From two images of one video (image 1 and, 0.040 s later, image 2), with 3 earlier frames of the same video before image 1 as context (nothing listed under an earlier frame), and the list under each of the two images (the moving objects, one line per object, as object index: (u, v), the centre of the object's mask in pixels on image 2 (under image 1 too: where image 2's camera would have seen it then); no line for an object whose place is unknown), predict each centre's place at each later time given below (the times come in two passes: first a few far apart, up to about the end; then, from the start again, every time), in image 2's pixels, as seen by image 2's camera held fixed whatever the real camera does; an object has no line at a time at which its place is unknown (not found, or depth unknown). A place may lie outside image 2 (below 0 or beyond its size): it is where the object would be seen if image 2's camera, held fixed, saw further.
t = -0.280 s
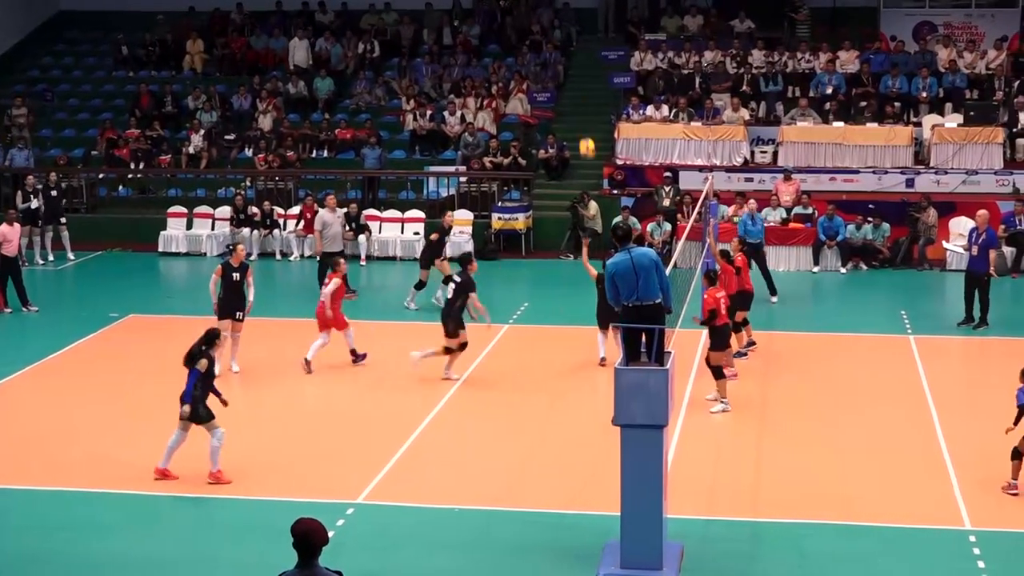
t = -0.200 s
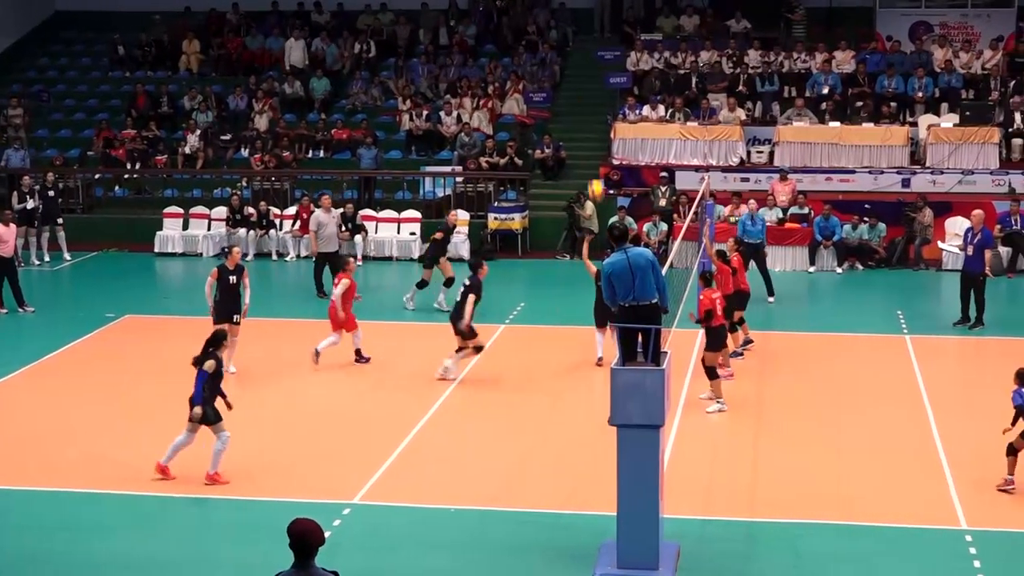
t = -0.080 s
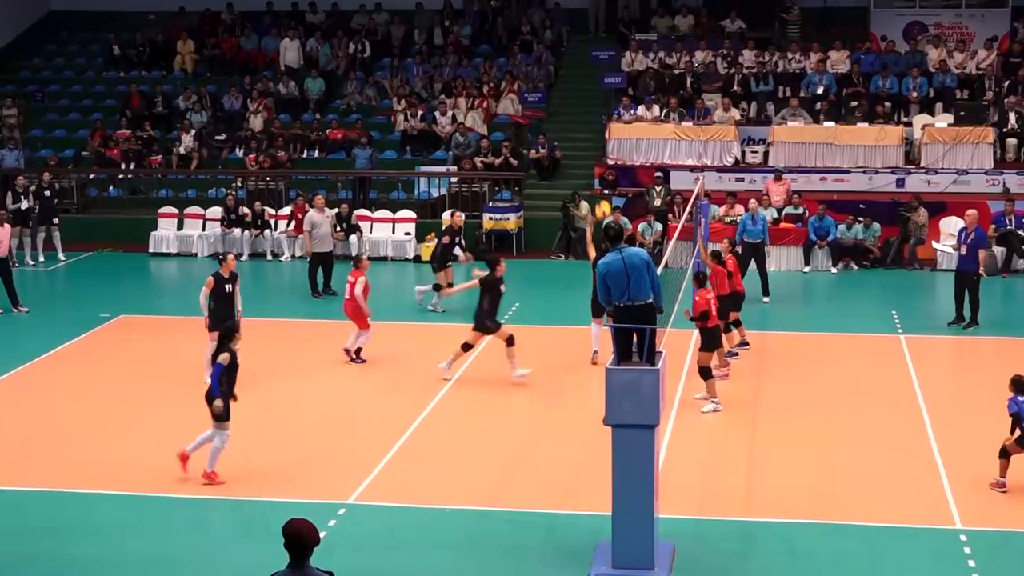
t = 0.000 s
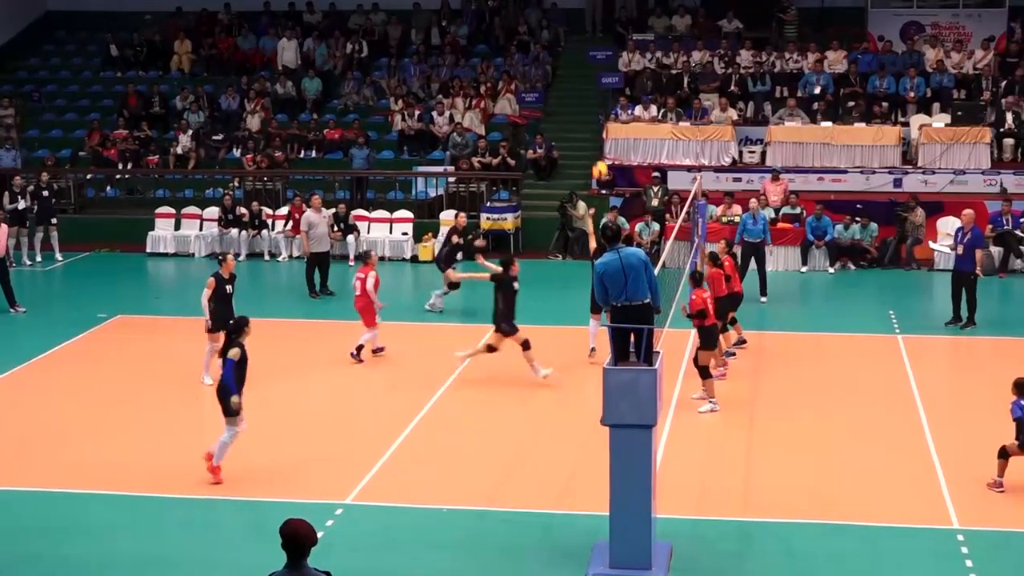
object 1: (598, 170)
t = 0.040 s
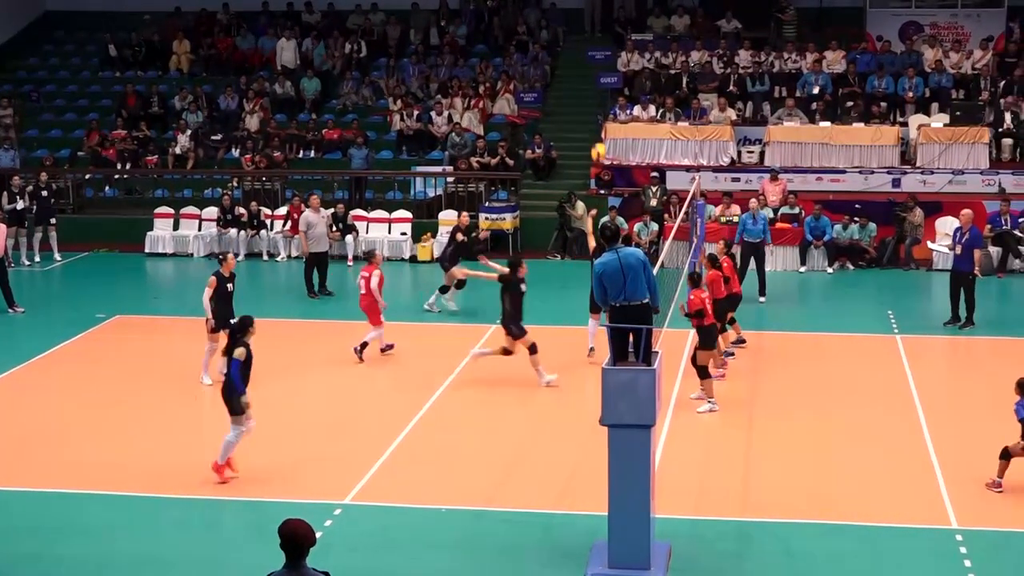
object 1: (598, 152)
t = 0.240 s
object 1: (598, 80)
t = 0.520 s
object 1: (596, 30)
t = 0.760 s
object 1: (594, 32)
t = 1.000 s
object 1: (591, 74)
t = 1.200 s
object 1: (589, 137)
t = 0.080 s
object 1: (598, 135)
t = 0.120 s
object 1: (598, 120)
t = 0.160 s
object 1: (598, 106)
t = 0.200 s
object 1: (598, 93)
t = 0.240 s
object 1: (598, 80)
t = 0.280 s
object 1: (597, 69)
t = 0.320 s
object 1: (597, 60)
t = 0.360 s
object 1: (597, 52)
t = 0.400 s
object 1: (597, 44)
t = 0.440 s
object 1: (596, 39)
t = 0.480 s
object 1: (596, 34)
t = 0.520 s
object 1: (596, 30)
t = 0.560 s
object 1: (596, 28)
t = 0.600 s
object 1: (595, 27)
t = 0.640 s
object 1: (595, 26)
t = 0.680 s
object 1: (595, 27)
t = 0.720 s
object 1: (594, 29)
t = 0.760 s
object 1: (594, 32)
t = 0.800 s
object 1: (593, 36)
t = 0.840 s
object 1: (593, 42)
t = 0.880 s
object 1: (592, 49)
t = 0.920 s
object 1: (592, 56)
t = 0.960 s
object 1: (592, 65)
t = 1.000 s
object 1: (591, 74)
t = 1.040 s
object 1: (591, 85)
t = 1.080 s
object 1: (590, 97)
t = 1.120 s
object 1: (590, 109)
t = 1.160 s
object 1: (590, 123)
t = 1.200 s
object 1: (589, 137)
